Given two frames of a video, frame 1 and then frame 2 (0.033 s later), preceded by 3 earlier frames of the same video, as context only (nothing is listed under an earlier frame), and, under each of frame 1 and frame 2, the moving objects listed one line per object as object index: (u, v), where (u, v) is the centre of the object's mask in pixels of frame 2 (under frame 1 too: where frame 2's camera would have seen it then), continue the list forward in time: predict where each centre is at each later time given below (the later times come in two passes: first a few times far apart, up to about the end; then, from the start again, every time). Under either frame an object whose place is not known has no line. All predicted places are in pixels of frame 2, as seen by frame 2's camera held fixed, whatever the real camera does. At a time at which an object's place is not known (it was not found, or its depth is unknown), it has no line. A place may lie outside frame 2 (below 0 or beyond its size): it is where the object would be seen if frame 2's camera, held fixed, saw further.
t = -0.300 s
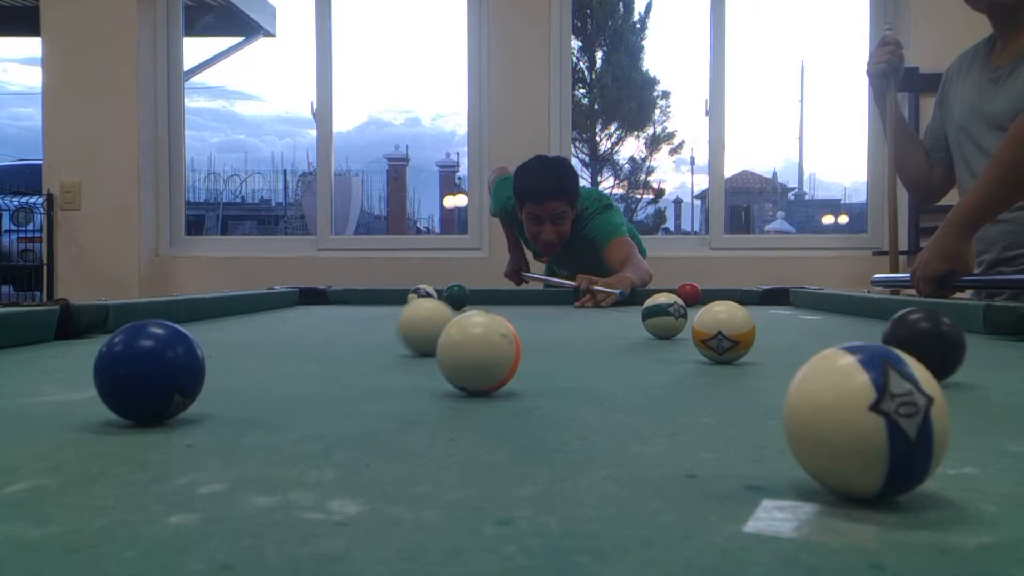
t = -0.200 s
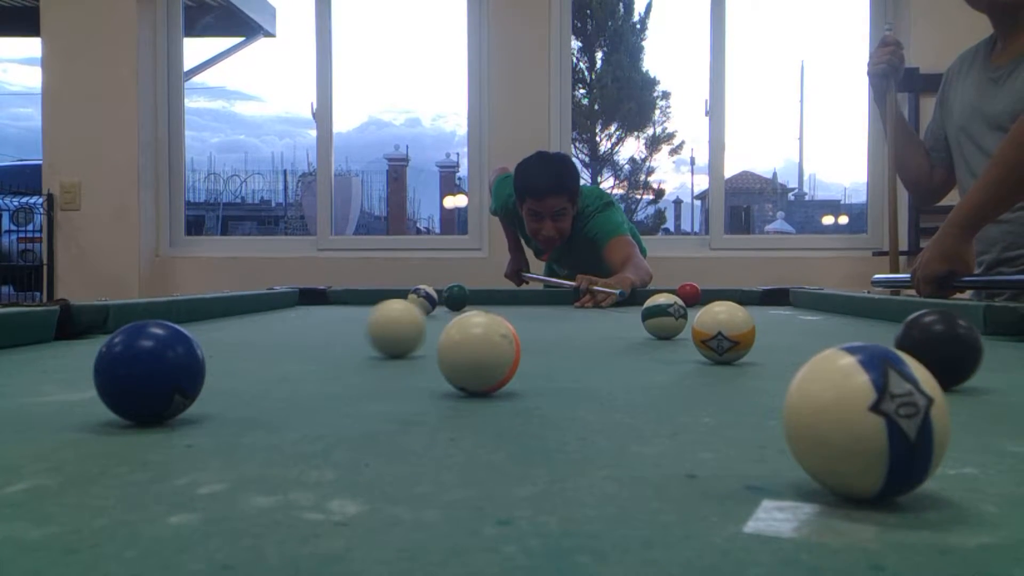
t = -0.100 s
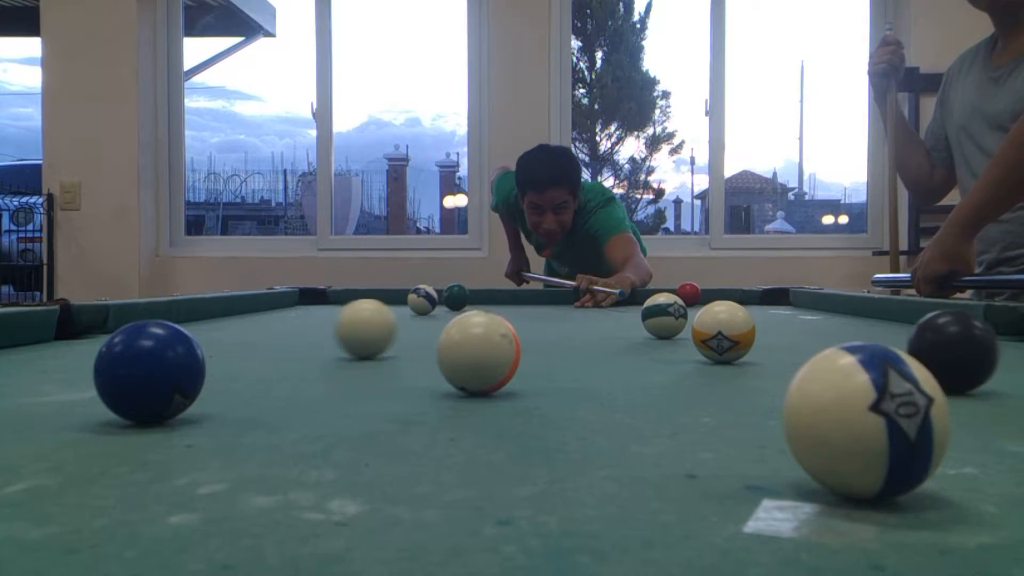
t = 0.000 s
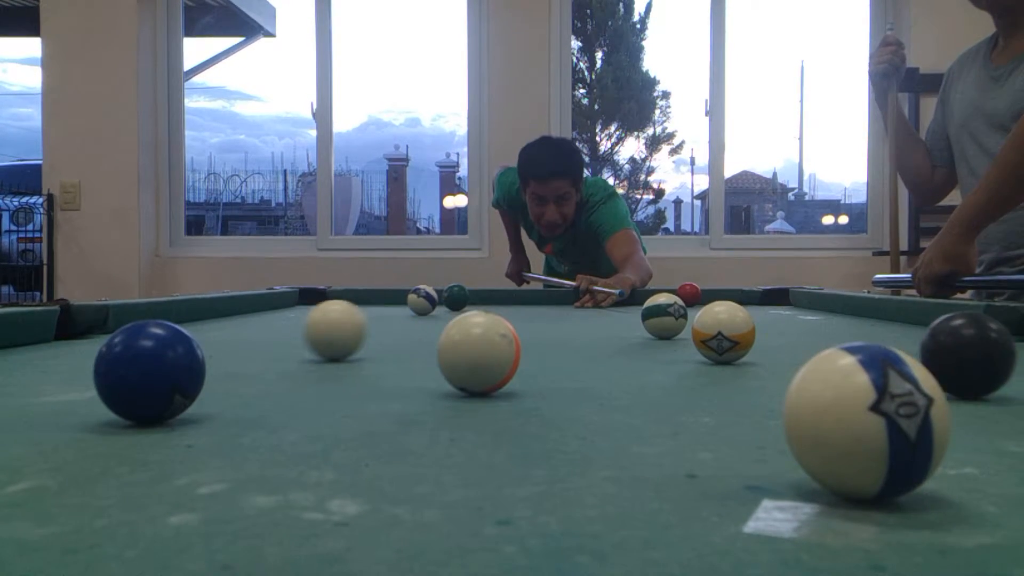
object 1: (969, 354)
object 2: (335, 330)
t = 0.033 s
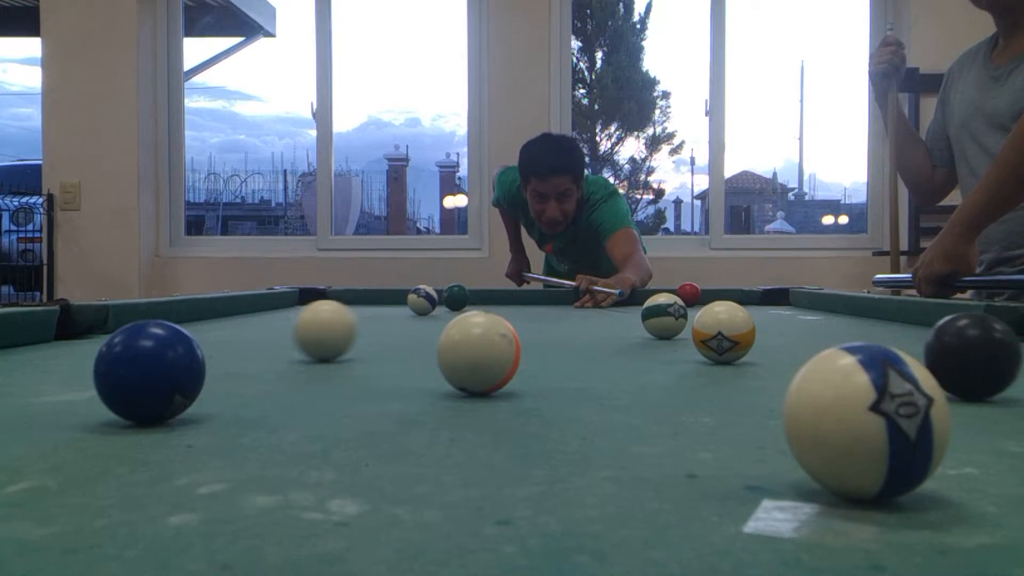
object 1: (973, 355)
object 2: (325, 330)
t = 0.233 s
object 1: (991, 362)
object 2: (263, 332)
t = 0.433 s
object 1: (1002, 367)
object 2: (209, 329)
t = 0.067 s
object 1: (977, 356)
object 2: (315, 330)
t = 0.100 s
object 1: (980, 358)
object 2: (305, 331)
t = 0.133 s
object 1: (983, 358)
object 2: (295, 331)
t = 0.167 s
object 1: (986, 359)
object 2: (284, 331)
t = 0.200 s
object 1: (988, 361)
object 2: (274, 332)
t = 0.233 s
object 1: (991, 362)
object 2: (263, 332)
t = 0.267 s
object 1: (993, 363)
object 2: (253, 333)
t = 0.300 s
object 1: (995, 364)
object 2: (243, 333)
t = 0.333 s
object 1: (997, 365)
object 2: (233, 333)
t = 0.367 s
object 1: (999, 365)
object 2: (224, 333)
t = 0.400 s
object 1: (1000, 366)
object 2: (216, 331)
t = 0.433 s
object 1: (1002, 367)
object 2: (209, 329)
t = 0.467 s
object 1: (1004, 366)
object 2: (201, 327)
